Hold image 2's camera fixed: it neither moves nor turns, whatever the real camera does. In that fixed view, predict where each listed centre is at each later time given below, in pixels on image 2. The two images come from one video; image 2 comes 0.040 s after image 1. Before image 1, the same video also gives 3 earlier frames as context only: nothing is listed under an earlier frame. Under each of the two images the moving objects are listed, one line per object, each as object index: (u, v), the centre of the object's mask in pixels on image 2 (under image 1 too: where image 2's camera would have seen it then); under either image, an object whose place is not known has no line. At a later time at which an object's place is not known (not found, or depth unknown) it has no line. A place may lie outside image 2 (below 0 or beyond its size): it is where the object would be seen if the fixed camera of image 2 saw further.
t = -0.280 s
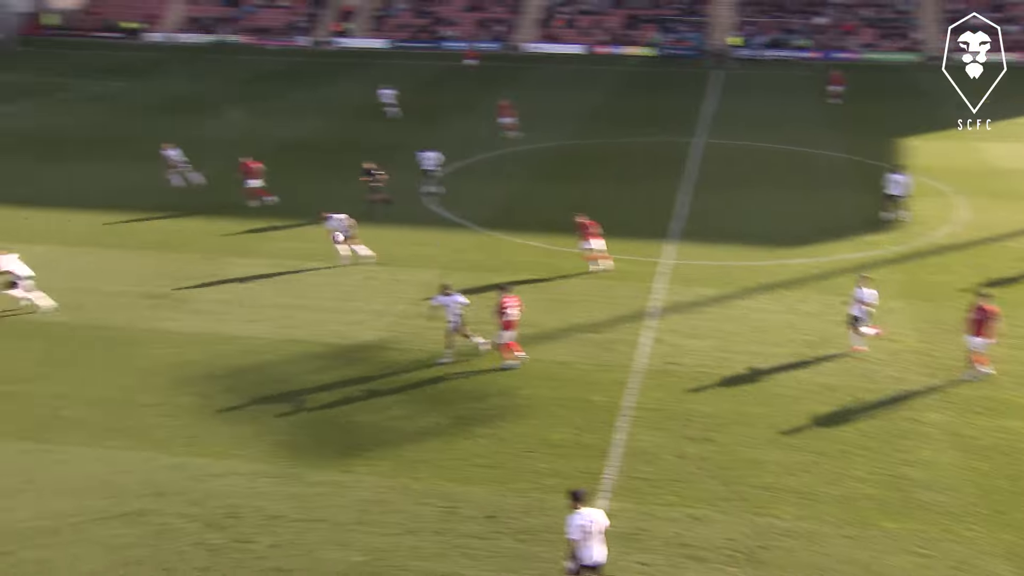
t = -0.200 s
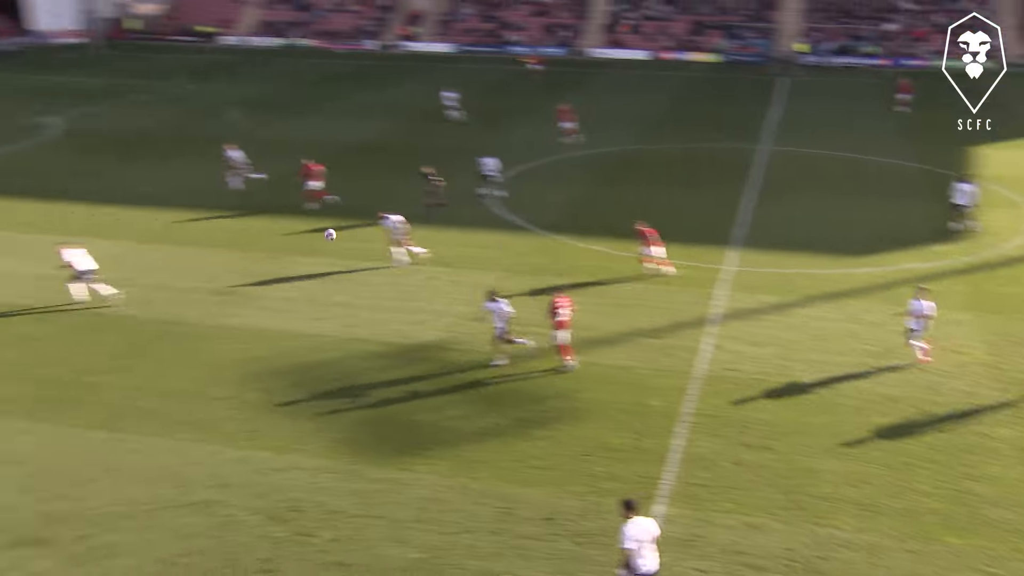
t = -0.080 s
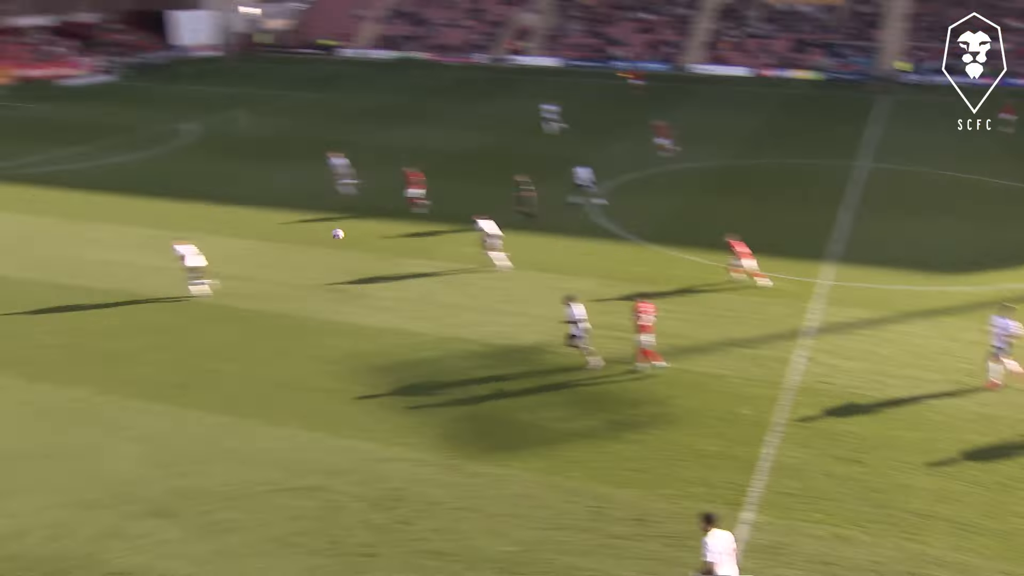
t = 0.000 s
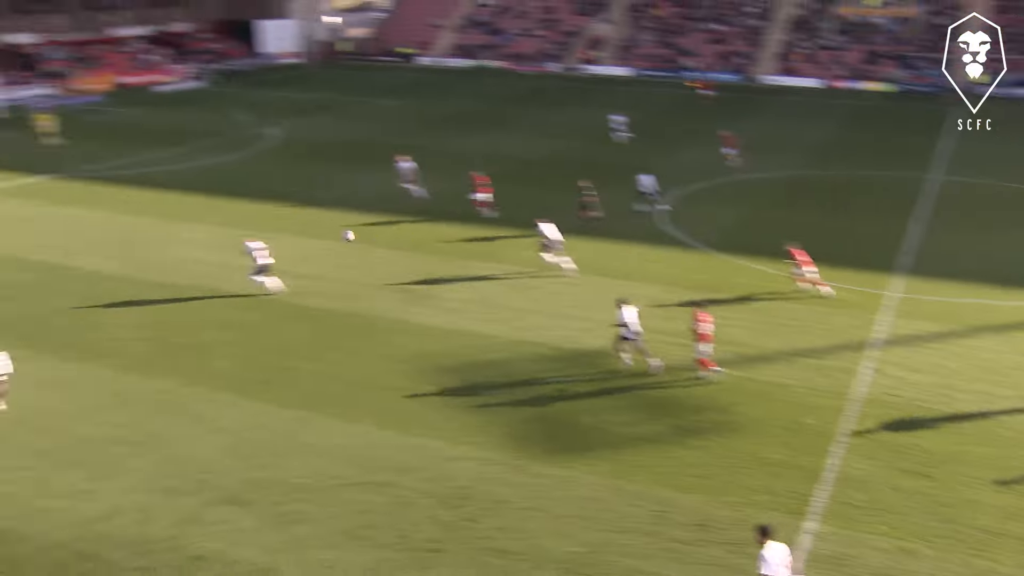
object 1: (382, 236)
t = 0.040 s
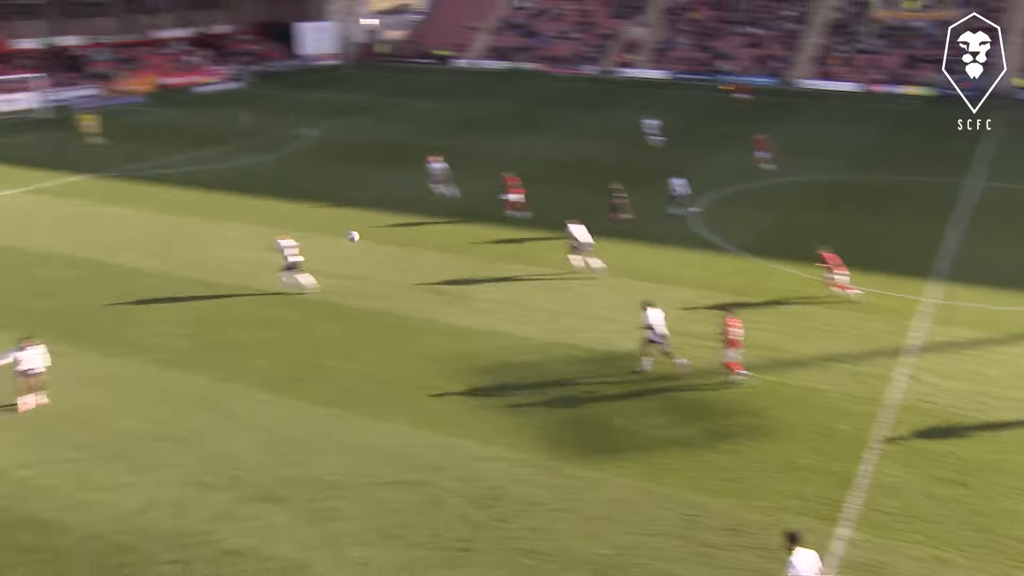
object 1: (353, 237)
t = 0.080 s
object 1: (325, 238)
